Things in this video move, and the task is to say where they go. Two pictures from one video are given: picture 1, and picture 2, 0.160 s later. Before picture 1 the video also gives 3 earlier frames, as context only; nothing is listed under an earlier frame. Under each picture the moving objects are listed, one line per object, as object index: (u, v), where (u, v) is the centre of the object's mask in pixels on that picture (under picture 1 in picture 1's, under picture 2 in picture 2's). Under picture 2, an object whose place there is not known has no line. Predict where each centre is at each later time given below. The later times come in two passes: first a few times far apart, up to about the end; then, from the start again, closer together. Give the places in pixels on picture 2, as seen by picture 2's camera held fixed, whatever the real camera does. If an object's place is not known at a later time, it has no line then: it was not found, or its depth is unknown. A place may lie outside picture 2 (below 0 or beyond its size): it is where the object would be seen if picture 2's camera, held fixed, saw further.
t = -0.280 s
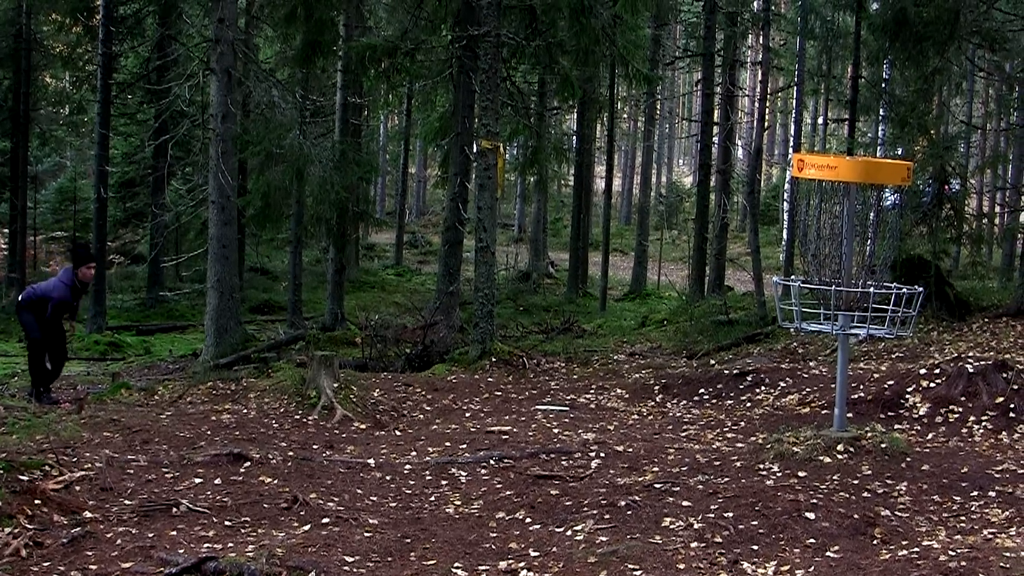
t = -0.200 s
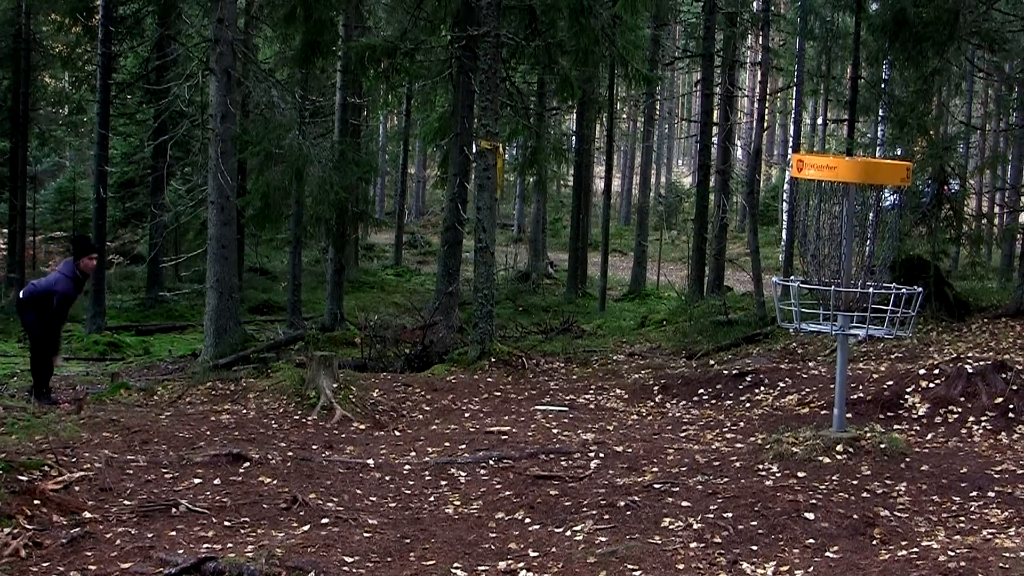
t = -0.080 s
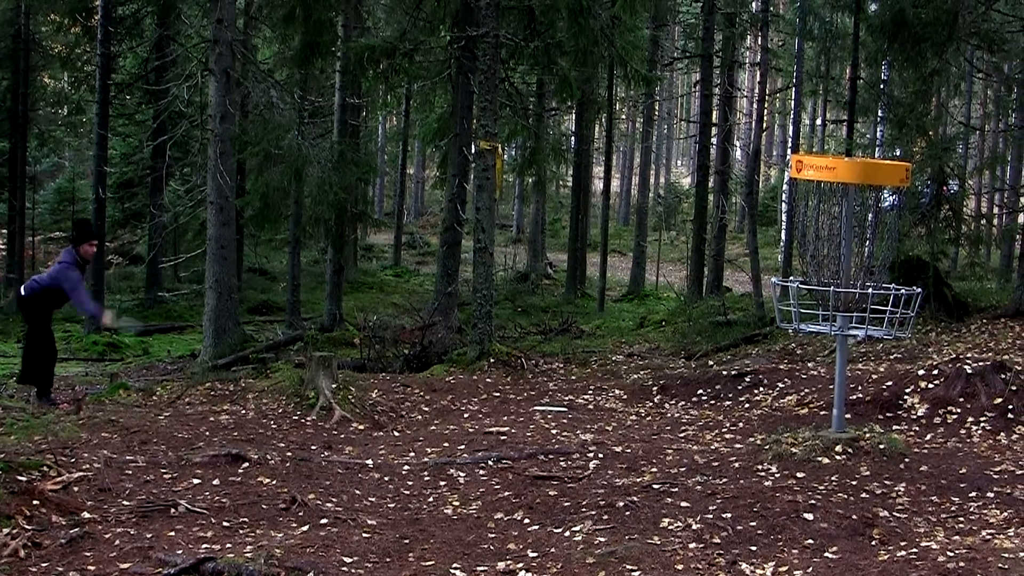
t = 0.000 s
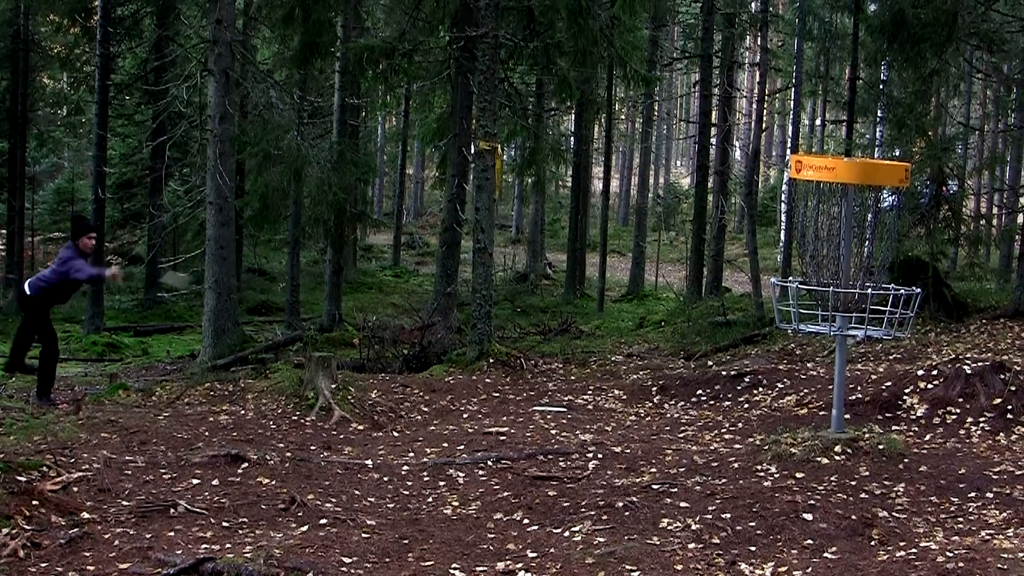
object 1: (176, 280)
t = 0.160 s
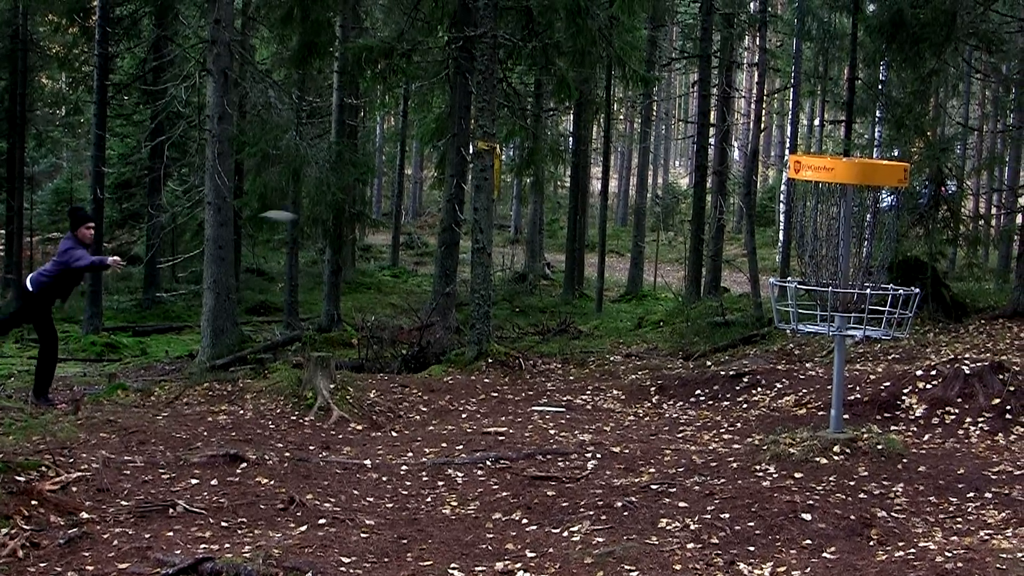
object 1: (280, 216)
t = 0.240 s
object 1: (337, 200)
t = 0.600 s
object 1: (697, 250)
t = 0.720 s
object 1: (808, 250)
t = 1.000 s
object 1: (810, 269)
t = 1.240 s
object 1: (821, 316)
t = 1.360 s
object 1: (823, 319)
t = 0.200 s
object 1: (308, 206)
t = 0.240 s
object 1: (337, 200)
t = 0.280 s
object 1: (368, 194)
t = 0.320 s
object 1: (402, 193)
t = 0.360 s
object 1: (437, 194)
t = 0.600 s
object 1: (697, 250)
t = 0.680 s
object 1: (793, 266)
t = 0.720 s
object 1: (808, 250)
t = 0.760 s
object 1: (817, 241)
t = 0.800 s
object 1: (817, 239)
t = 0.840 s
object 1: (816, 238)
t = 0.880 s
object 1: (814, 242)
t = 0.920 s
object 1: (810, 247)
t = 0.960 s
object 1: (811, 259)
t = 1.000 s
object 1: (810, 269)
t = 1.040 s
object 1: (805, 289)
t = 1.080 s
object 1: (807, 303)
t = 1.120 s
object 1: (815, 311)
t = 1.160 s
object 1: (819, 314)
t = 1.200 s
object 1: (820, 315)
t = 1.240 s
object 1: (821, 316)
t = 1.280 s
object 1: (821, 319)
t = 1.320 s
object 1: (824, 319)
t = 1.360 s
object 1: (823, 319)
